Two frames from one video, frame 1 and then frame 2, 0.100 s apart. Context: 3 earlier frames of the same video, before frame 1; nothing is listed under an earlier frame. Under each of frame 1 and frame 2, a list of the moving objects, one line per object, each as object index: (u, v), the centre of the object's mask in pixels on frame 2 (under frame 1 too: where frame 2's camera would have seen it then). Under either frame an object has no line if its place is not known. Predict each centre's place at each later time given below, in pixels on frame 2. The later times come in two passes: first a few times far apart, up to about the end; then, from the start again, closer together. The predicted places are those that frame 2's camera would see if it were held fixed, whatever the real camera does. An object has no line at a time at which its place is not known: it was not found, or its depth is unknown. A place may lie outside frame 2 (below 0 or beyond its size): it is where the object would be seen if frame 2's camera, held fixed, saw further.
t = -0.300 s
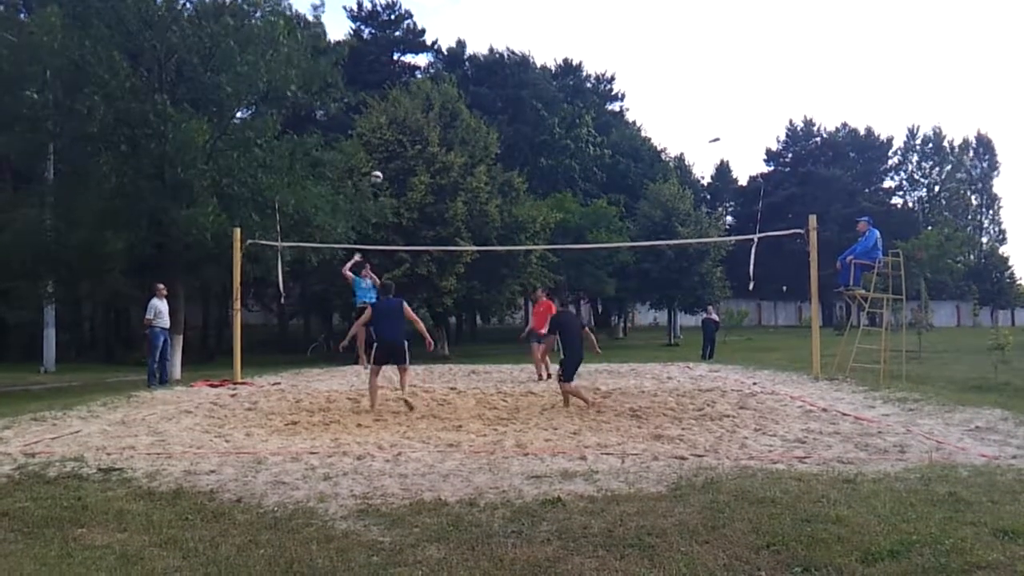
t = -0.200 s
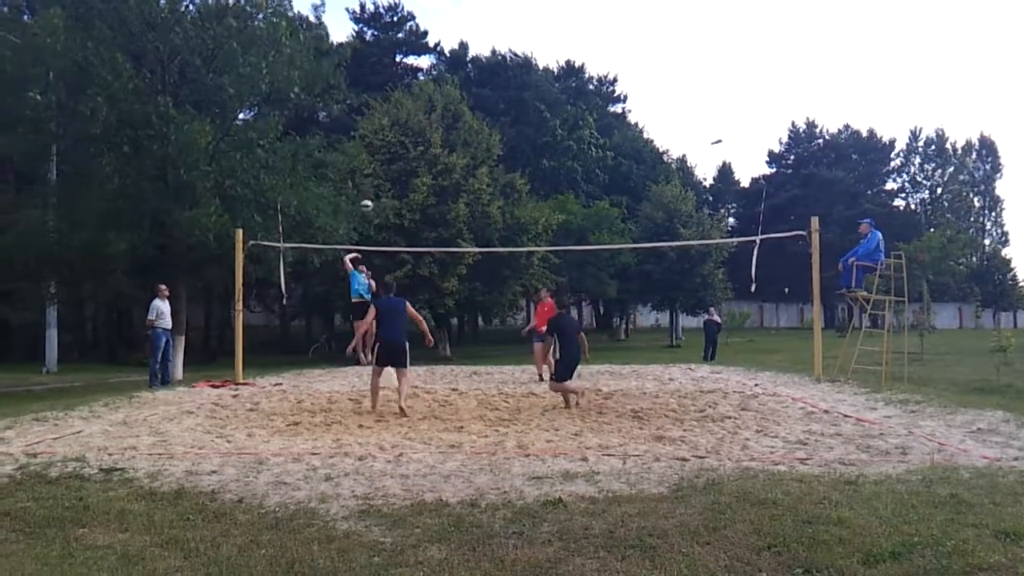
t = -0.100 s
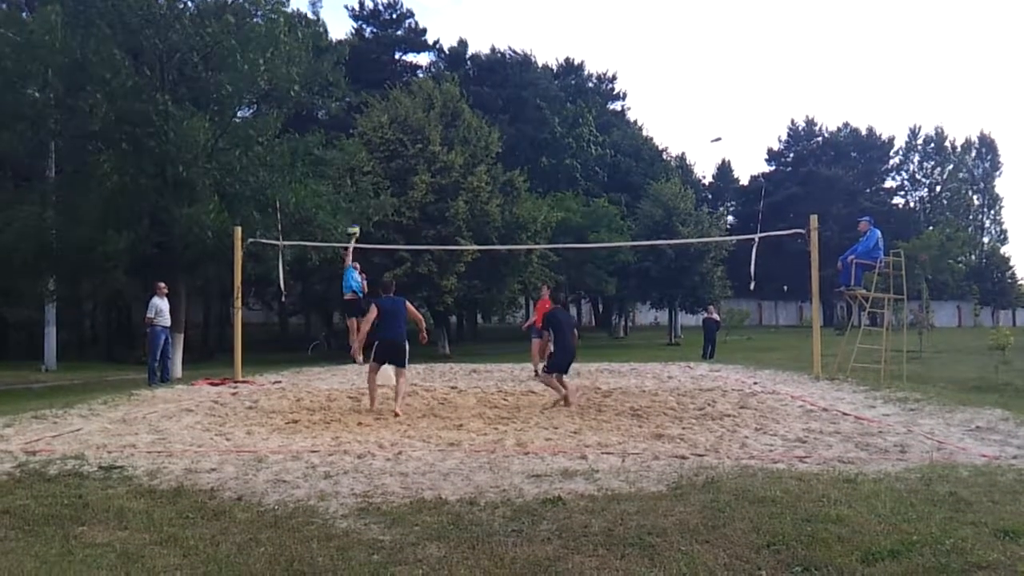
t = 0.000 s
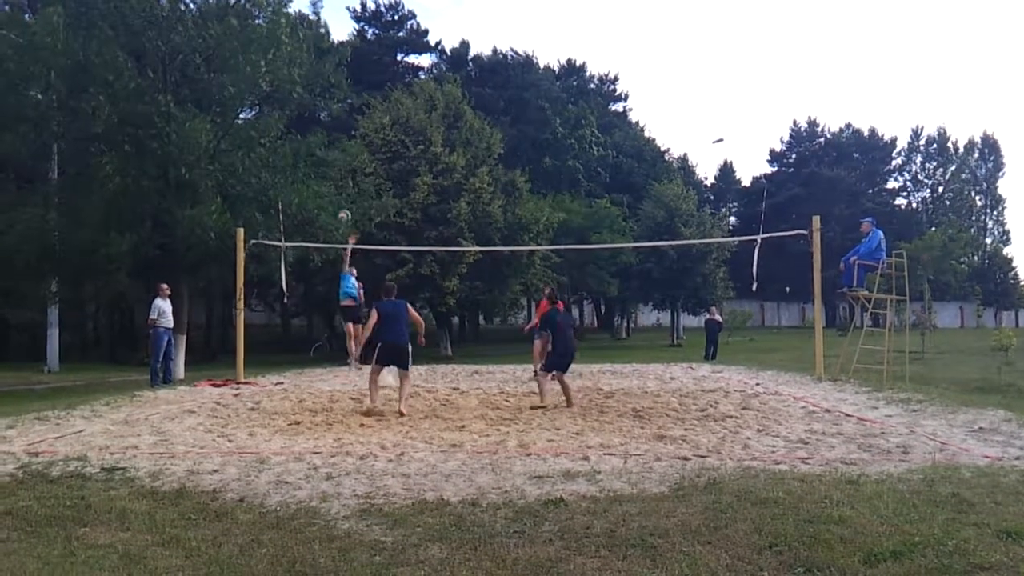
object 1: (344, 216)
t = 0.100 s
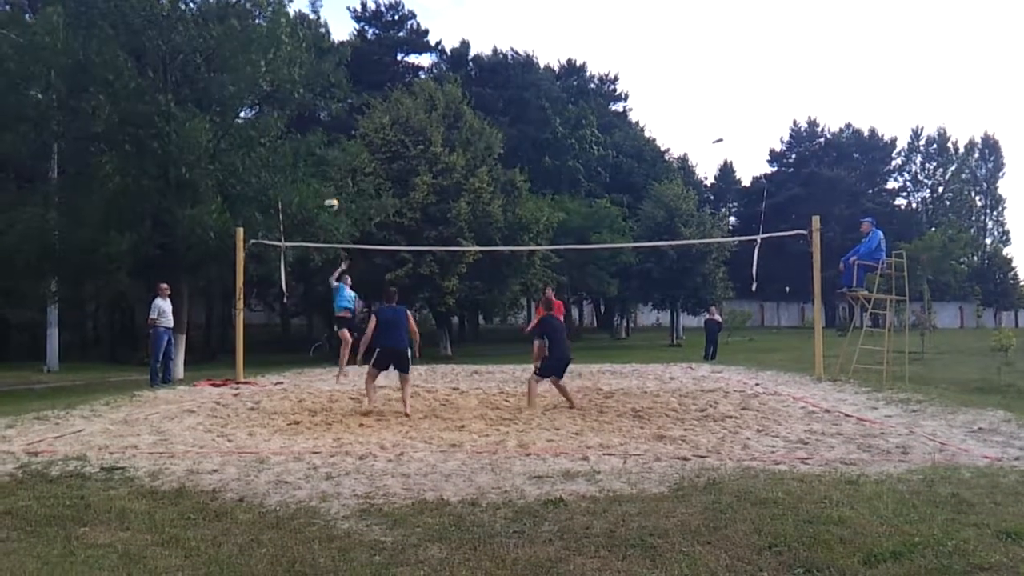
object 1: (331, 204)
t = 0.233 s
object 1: (312, 197)
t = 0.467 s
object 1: (267, 215)
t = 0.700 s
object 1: (202, 293)
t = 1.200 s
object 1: (21, 353)
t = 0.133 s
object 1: (326, 200)
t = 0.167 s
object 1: (321, 198)
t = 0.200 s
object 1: (316, 198)
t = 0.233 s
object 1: (312, 197)
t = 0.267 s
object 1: (304, 197)
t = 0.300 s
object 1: (300, 198)
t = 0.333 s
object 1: (293, 198)
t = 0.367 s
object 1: (287, 202)
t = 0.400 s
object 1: (281, 205)
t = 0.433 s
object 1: (274, 210)
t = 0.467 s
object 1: (267, 215)
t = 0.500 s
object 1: (259, 222)
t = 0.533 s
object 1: (252, 230)
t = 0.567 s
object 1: (242, 237)
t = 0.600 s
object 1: (231, 250)
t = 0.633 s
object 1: (224, 262)
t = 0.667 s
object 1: (213, 276)
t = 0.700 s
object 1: (202, 293)
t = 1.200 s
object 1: (21, 353)
